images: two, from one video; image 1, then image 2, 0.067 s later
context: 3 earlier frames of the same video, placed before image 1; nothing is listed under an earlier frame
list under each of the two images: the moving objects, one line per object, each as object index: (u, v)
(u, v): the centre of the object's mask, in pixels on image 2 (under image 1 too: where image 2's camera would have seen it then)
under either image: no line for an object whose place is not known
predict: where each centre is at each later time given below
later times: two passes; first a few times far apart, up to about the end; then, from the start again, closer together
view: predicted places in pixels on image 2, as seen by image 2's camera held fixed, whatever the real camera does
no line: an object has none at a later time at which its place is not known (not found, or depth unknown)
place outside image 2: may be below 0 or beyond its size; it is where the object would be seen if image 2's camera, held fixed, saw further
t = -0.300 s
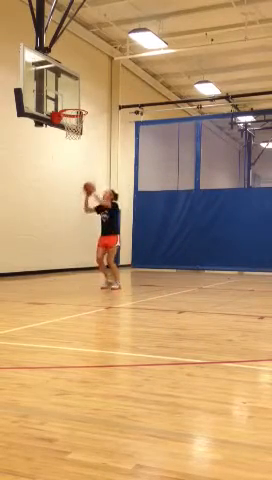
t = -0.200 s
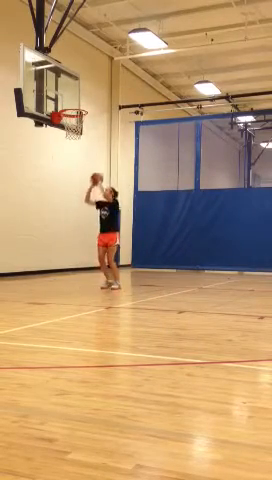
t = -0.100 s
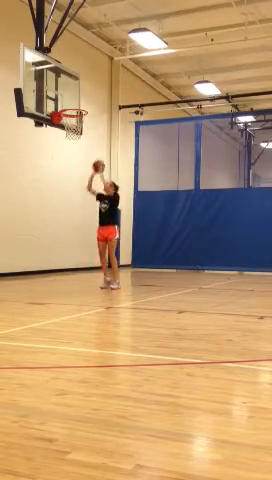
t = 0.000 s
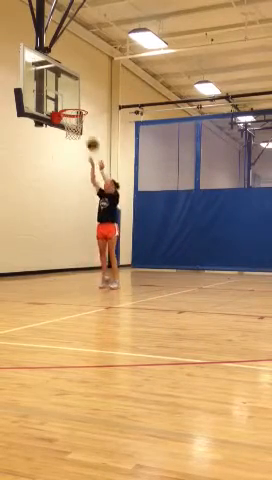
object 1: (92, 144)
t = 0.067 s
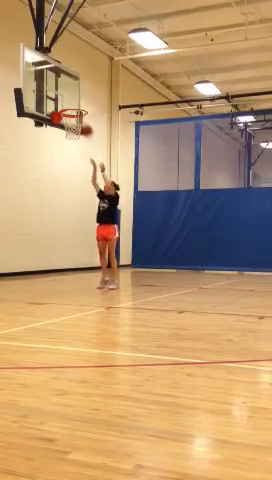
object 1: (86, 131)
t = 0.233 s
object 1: (71, 104)
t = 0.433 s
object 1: (67, 100)
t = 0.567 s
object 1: (69, 110)
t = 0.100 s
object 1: (86, 125)
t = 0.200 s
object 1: (74, 106)
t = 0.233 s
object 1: (71, 104)
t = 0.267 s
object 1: (68, 102)
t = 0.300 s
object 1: (65, 99)
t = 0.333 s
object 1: (65, 98)
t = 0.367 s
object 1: (65, 98)
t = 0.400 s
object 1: (66, 99)
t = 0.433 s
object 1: (67, 100)
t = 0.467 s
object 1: (67, 101)
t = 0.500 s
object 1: (68, 104)
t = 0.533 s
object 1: (69, 106)
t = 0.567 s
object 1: (69, 110)
